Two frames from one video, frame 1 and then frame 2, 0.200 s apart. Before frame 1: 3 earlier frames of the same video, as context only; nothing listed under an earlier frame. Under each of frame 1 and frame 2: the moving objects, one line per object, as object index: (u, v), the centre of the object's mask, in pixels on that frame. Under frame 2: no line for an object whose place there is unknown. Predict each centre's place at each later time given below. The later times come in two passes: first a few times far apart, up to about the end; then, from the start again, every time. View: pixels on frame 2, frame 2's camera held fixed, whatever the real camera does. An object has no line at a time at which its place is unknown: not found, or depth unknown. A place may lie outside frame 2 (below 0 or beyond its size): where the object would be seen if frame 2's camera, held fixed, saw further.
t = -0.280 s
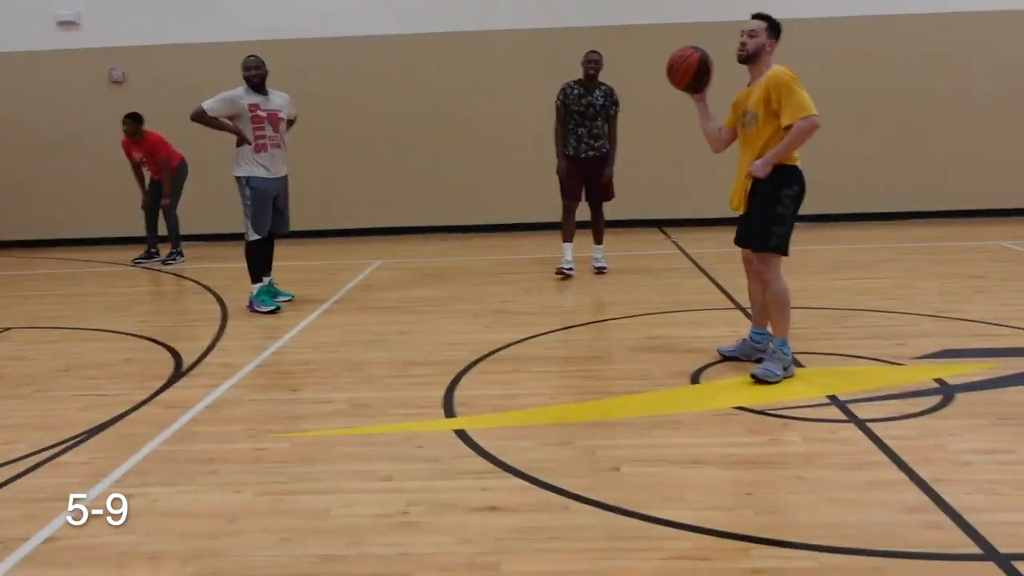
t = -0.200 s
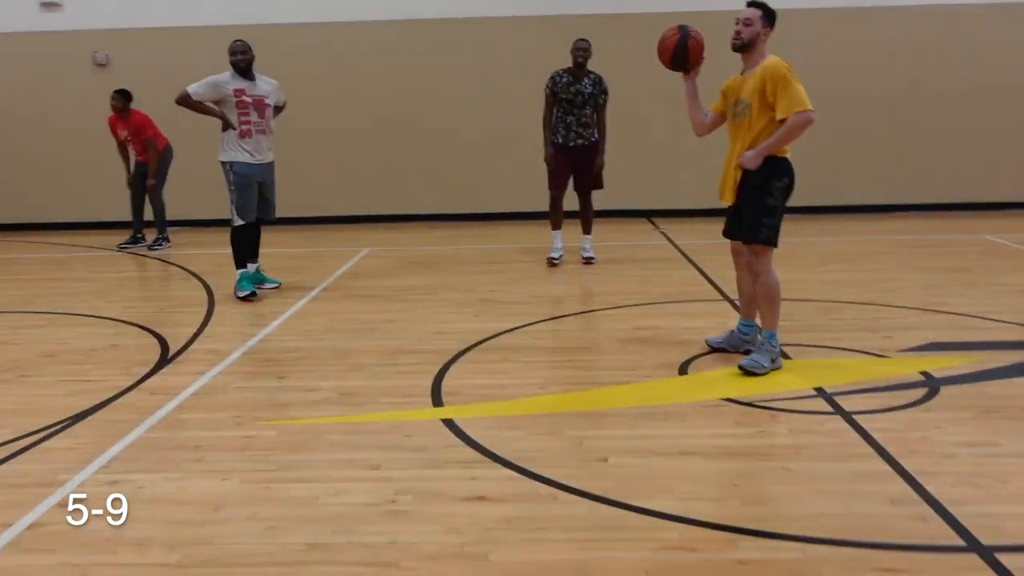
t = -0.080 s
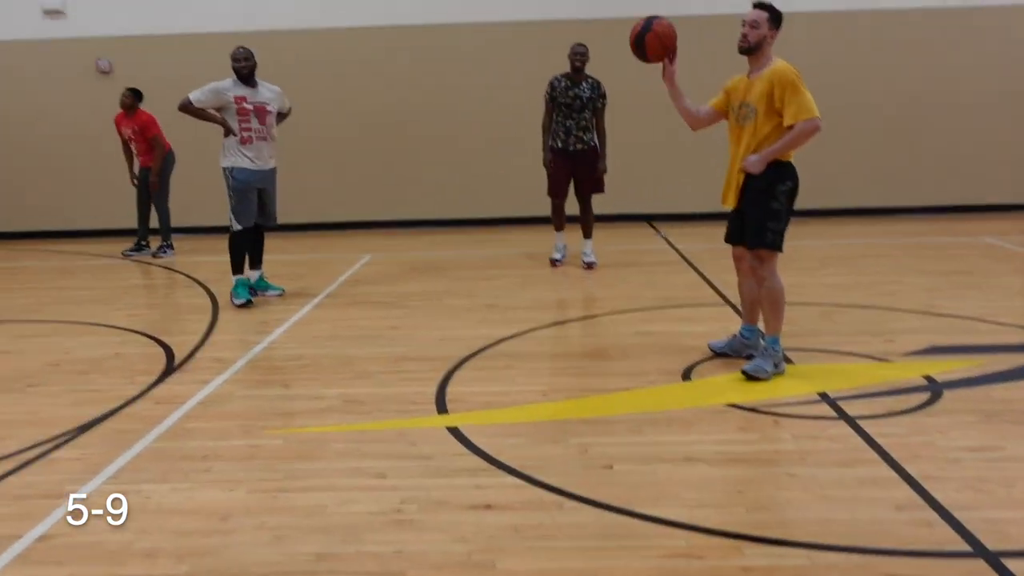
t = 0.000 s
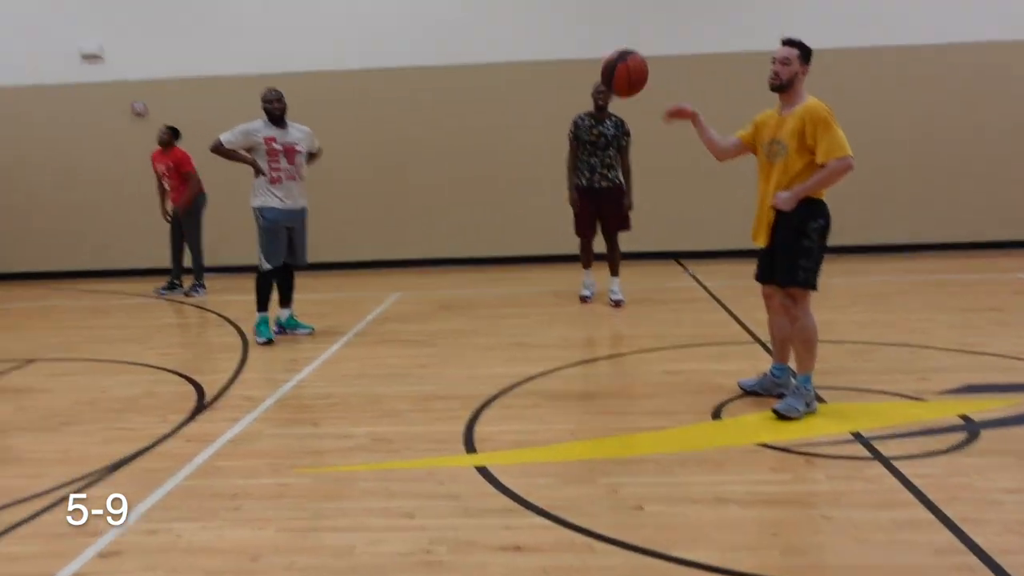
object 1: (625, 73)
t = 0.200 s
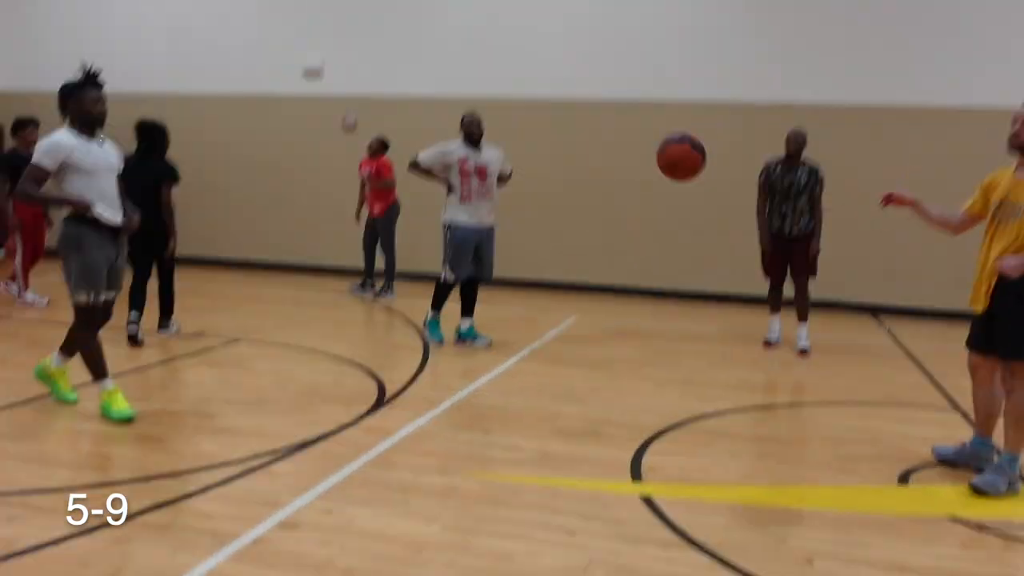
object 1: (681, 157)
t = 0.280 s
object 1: (626, 191)
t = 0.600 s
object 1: (405, 391)
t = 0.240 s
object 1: (658, 172)
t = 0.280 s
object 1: (626, 191)
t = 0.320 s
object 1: (593, 214)
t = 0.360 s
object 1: (564, 239)
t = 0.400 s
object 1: (536, 267)
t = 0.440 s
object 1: (507, 297)
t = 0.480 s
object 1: (478, 330)
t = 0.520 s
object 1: (449, 366)
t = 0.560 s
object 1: (420, 404)
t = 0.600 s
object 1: (405, 391)
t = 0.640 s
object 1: (394, 361)
